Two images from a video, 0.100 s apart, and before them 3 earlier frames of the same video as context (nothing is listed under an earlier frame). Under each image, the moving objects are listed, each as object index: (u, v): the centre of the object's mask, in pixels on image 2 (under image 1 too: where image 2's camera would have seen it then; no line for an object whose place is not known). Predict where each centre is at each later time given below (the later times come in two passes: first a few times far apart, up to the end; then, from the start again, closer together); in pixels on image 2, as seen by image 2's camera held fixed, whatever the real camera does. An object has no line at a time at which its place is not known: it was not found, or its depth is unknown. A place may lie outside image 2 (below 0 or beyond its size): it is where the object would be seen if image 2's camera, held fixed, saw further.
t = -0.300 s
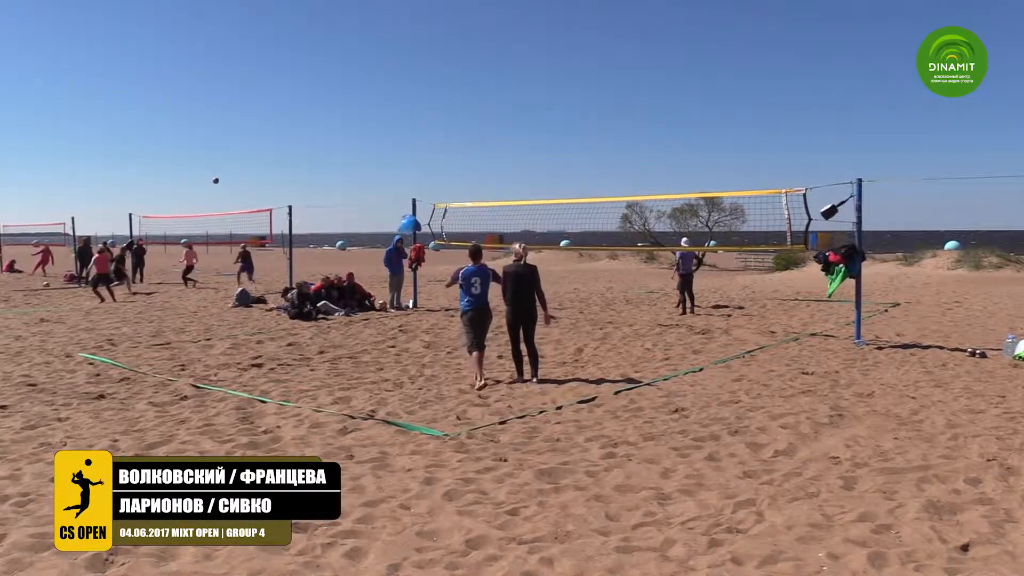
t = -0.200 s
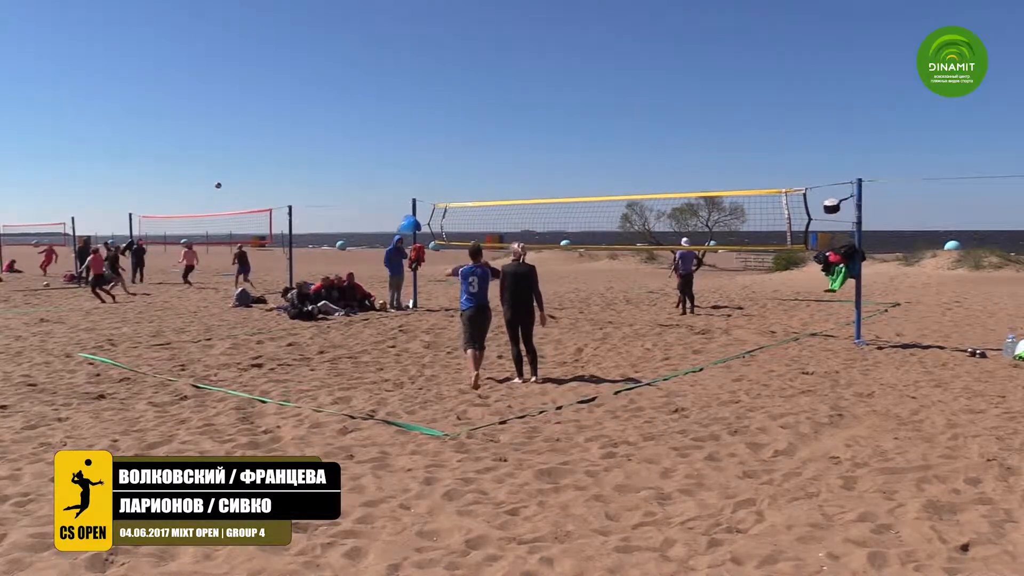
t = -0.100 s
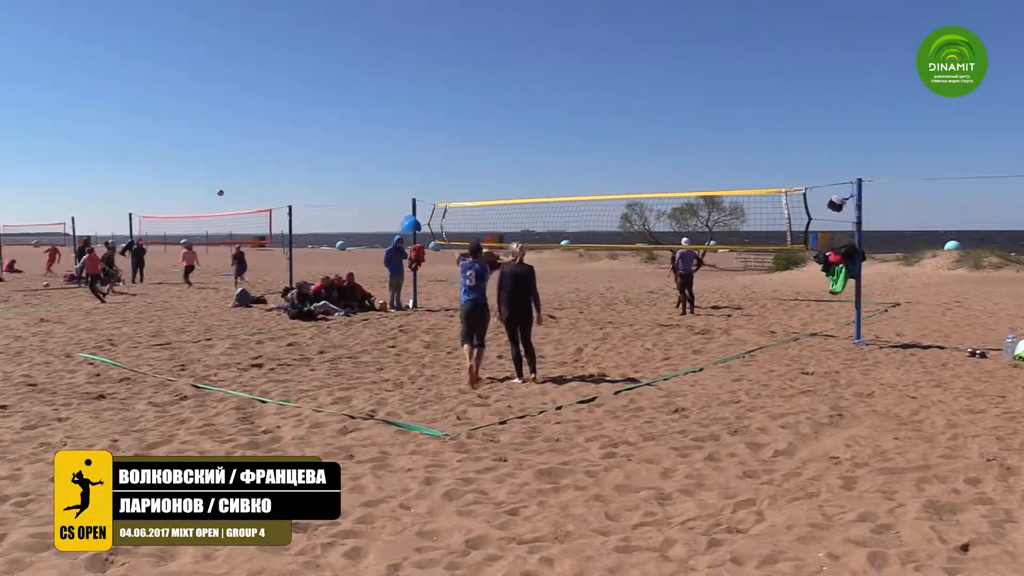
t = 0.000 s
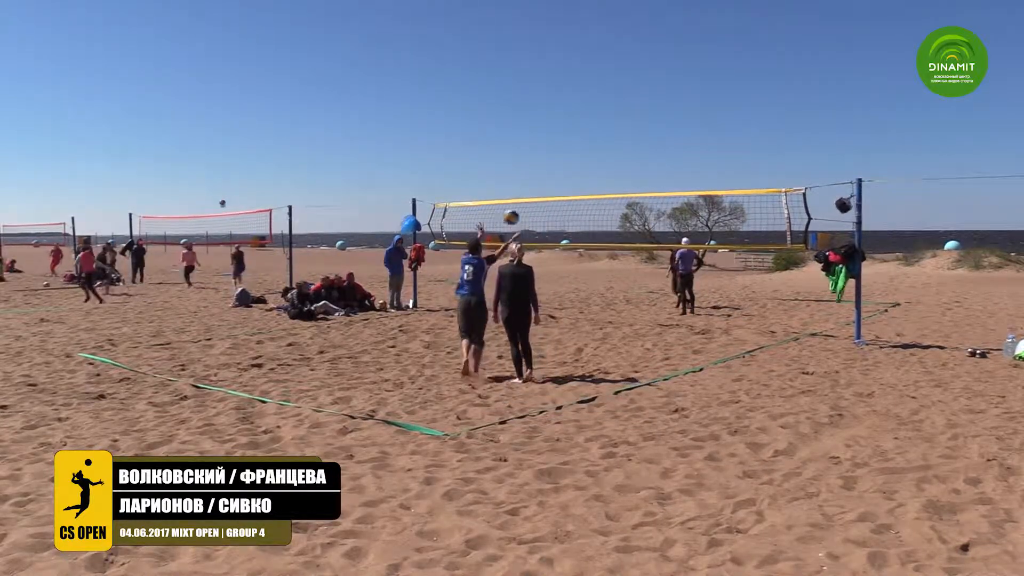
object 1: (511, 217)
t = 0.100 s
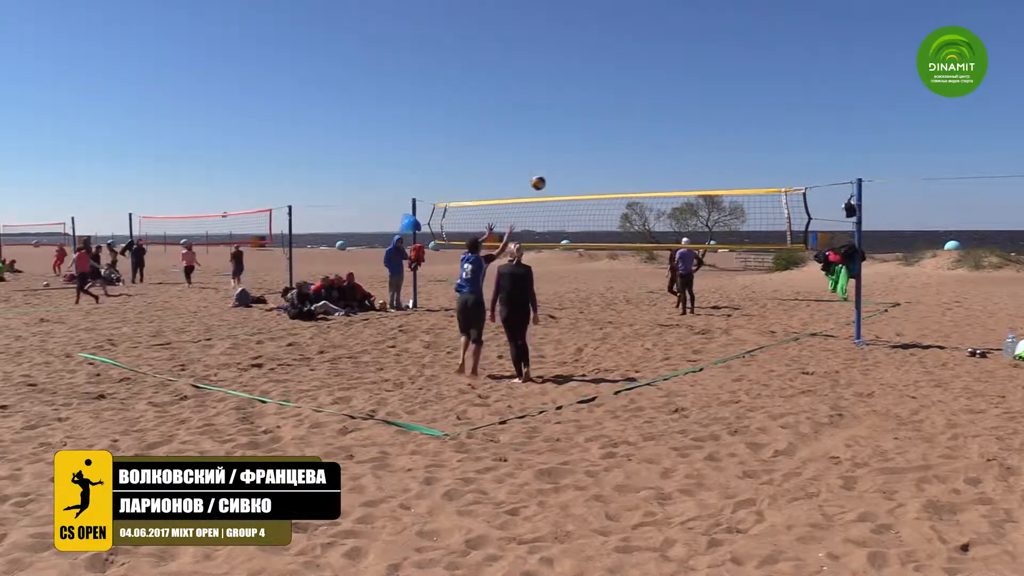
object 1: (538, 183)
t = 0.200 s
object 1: (563, 158)
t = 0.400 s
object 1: (604, 135)
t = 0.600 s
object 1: (635, 137)
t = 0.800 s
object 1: (658, 154)
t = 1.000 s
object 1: (677, 185)
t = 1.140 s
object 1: (689, 212)
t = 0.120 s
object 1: (544, 177)
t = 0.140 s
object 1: (549, 172)
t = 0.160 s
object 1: (554, 167)
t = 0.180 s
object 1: (558, 162)
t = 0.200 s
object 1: (563, 158)
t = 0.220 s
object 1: (568, 154)
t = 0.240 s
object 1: (572, 151)
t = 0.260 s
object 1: (576, 148)
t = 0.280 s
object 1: (581, 145)
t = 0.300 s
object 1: (585, 142)
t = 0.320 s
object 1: (589, 141)
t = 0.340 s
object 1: (593, 139)
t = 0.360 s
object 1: (597, 137)
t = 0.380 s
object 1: (601, 136)
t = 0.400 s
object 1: (604, 135)
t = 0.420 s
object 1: (608, 134)
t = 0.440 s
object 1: (611, 134)
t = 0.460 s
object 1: (615, 134)
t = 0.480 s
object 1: (618, 134)
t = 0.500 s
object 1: (621, 134)
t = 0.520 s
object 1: (624, 135)
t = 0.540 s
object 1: (627, 135)
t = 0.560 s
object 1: (630, 136)
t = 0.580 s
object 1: (632, 136)
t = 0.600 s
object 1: (635, 137)
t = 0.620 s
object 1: (638, 139)
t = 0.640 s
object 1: (640, 140)
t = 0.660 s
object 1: (643, 141)
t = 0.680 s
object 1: (645, 143)
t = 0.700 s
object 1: (647, 145)
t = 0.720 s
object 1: (650, 146)
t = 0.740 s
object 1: (652, 148)
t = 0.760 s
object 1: (654, 150)
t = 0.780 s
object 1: (656, 152)
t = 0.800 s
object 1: (658, 154)
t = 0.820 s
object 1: (660, 157)
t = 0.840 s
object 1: (662, 159)
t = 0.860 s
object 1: (664, 162)
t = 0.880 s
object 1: (666, 165)
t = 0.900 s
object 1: (668, 168)
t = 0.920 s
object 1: (670, 171)
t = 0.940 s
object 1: (672, 175)
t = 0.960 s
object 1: (673, 178)
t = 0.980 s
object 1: (675, 181)
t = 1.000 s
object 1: (677, 185)
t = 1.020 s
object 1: (680, 189)
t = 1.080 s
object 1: (685, 202)
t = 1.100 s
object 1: (686, 204)
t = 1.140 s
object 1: (689, 212)
